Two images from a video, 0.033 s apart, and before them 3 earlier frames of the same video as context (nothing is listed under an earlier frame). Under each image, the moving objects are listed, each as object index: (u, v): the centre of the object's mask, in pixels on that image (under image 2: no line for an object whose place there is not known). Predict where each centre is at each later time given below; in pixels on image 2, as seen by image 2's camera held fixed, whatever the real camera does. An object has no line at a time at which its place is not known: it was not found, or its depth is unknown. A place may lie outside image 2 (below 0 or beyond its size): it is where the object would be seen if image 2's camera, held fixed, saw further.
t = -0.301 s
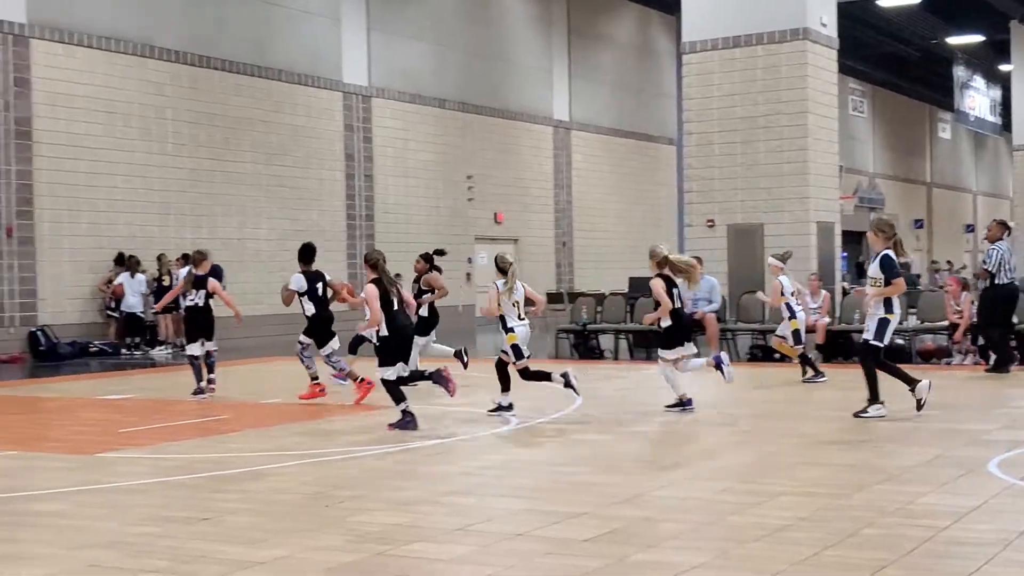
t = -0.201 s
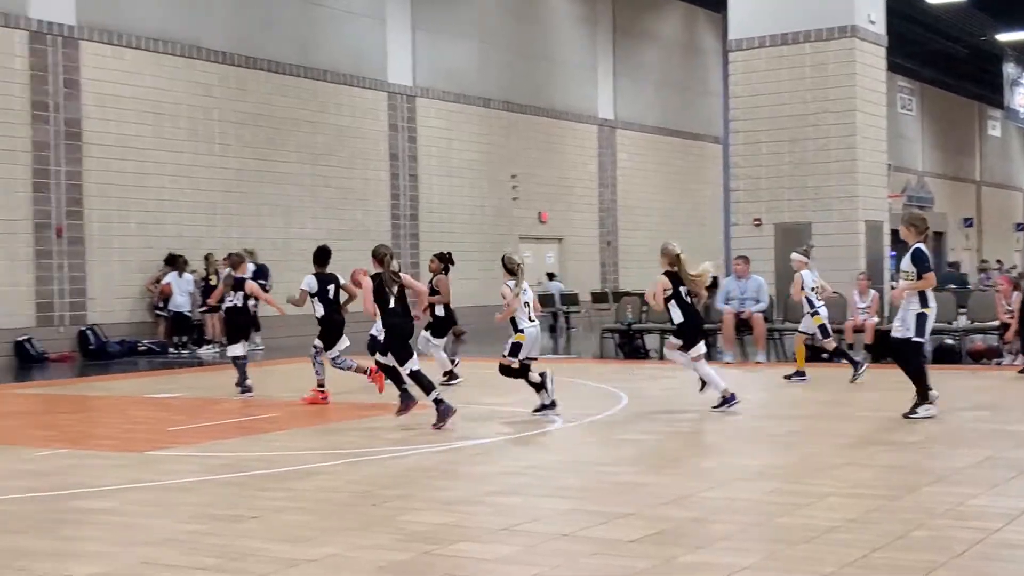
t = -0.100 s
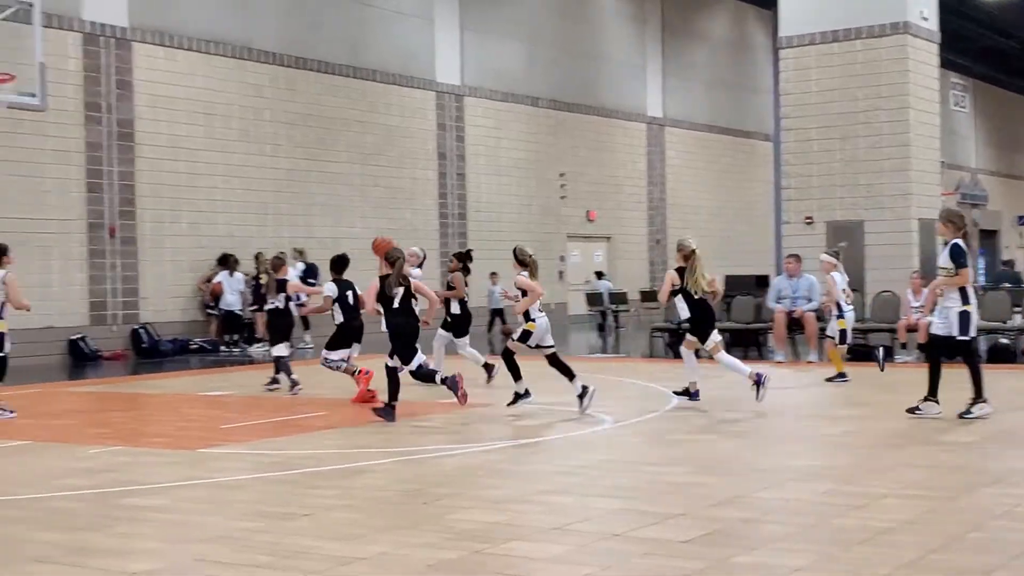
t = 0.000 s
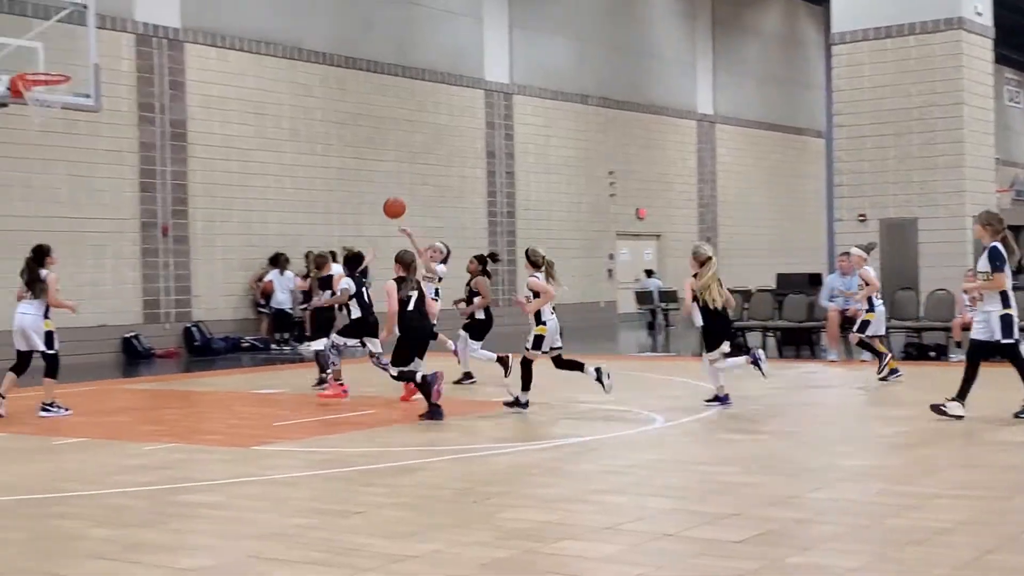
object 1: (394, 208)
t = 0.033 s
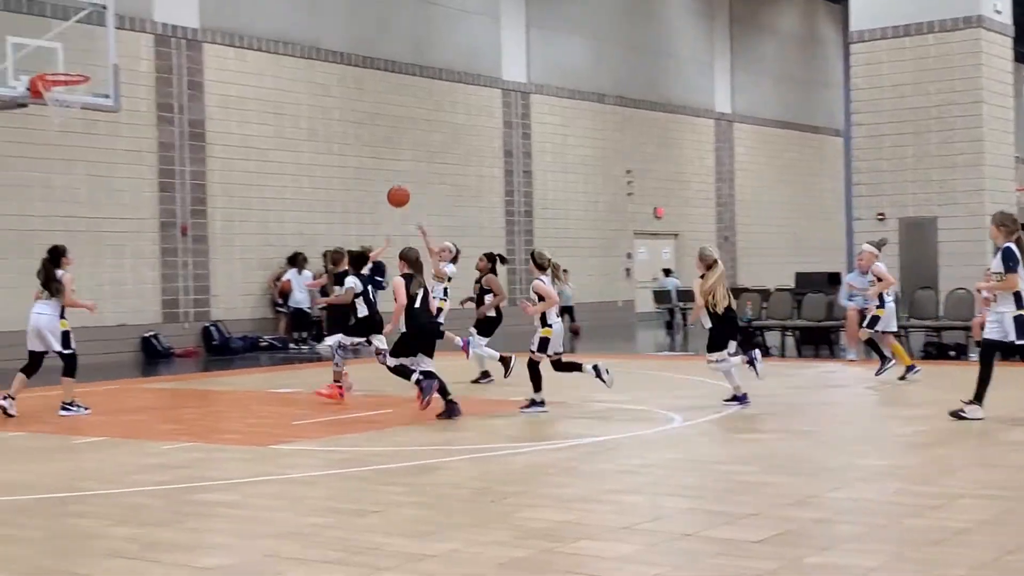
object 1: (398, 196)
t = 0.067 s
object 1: (387, 186)
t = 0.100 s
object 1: (376, 180)
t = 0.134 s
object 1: (364, 172)
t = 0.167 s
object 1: (354, 165)
